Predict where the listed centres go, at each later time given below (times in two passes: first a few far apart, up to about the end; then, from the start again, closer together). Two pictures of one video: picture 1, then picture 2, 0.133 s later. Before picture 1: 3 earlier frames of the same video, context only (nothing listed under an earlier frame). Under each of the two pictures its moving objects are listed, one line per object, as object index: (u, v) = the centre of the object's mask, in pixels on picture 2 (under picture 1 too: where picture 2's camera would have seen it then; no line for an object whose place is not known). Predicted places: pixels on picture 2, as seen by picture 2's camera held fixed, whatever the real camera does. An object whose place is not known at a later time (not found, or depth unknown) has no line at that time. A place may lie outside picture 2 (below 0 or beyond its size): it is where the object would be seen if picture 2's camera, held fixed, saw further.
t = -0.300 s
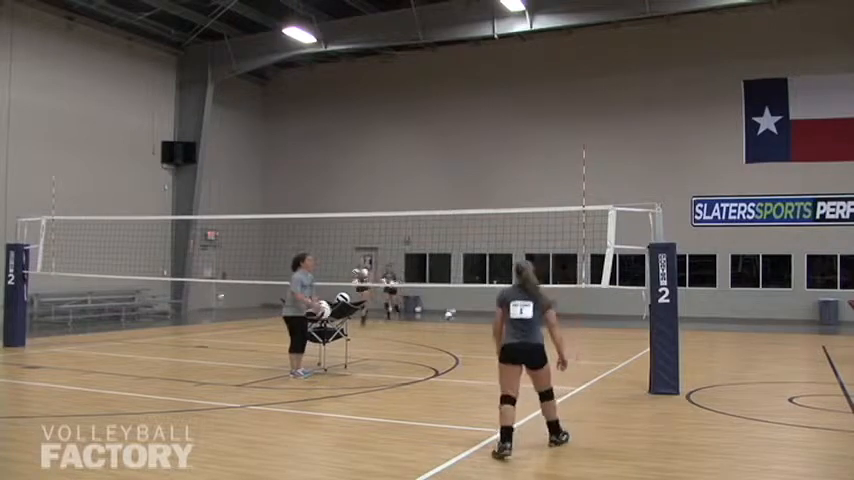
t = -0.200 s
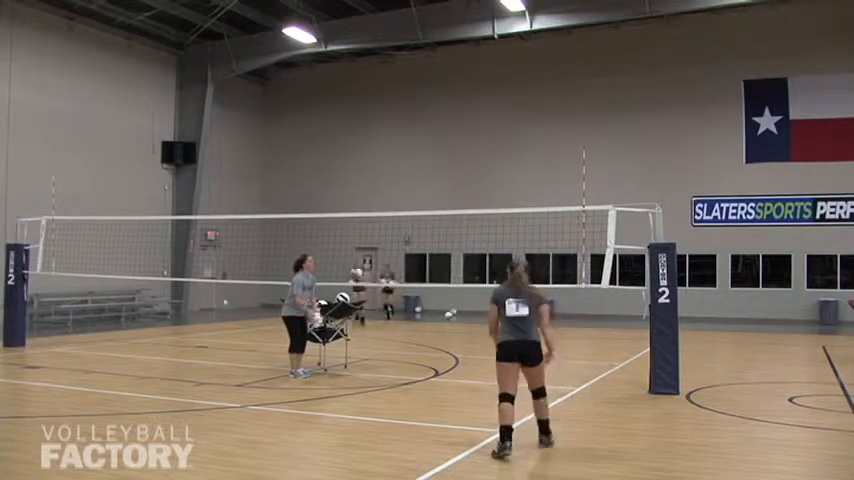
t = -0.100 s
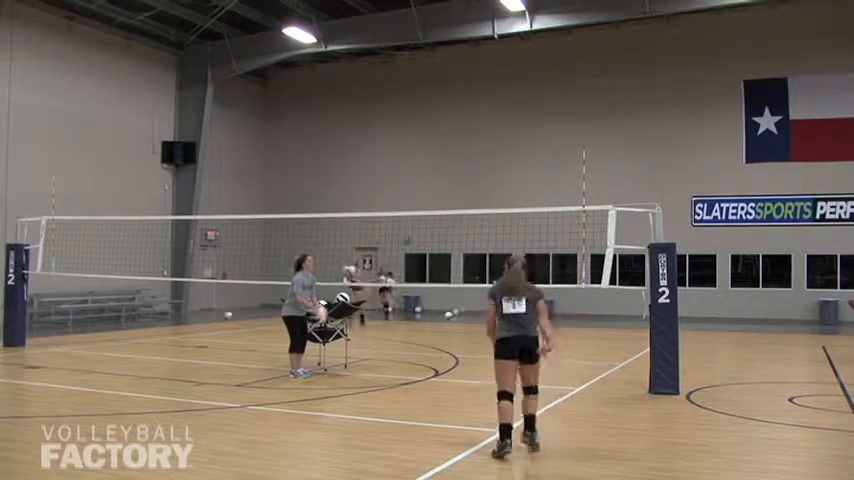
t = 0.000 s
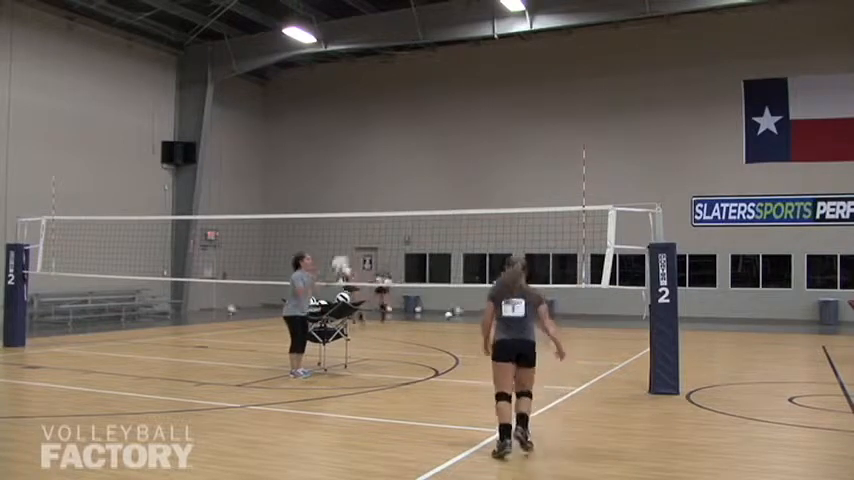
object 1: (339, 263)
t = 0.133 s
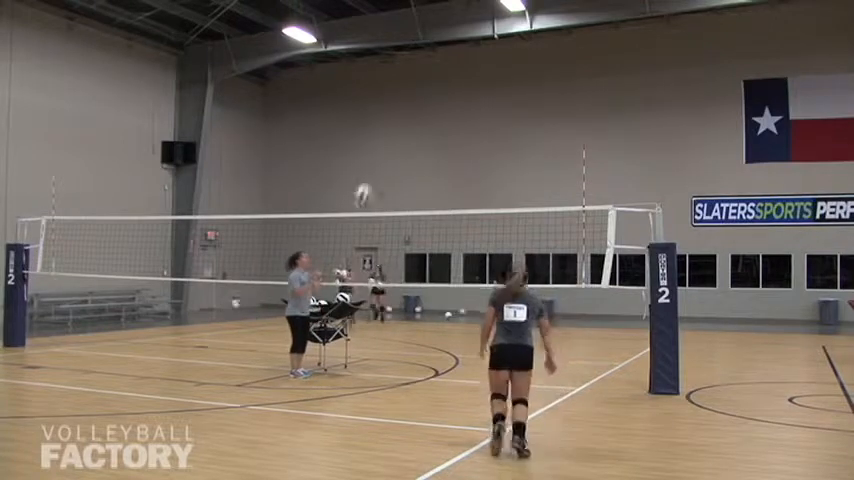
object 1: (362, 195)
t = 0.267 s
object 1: (385, 136)
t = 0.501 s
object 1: (425, 68)
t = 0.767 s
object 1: (469, 39)
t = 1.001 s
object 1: (508, 57)
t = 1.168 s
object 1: (538, 97)
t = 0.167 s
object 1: (368, 179)
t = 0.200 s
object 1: (374, 163)
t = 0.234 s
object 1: (380, 149)
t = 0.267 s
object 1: (385, 136)
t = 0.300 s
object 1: (392, 123)
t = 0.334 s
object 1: (397, 112)
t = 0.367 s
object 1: (403, 102)
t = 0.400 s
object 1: (408, 92)
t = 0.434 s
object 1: (414, 84)
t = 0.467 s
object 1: (420, 75)
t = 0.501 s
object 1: (425, 68)
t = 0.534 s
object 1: (431, 61)
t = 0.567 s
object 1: (436, 56)
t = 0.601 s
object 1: (441, 51)
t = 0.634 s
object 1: (447, 47)
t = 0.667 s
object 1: (453, 43)
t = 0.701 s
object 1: (458, 41)
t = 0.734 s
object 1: (463, 40)
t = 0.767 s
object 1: (469, 39)
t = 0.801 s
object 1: (474, 39)
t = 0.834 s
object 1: (481, 39)
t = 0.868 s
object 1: (487, 40)
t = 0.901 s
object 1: (491, 44)
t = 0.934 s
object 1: (497, 47)
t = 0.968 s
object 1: (503, 51)
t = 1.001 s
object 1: (508, 57)
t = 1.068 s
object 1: (520, 70)
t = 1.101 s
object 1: (526, 78)
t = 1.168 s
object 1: (538, 97)
